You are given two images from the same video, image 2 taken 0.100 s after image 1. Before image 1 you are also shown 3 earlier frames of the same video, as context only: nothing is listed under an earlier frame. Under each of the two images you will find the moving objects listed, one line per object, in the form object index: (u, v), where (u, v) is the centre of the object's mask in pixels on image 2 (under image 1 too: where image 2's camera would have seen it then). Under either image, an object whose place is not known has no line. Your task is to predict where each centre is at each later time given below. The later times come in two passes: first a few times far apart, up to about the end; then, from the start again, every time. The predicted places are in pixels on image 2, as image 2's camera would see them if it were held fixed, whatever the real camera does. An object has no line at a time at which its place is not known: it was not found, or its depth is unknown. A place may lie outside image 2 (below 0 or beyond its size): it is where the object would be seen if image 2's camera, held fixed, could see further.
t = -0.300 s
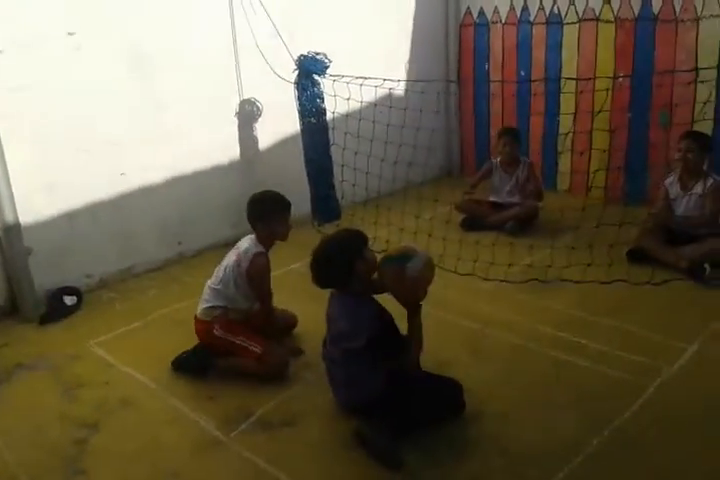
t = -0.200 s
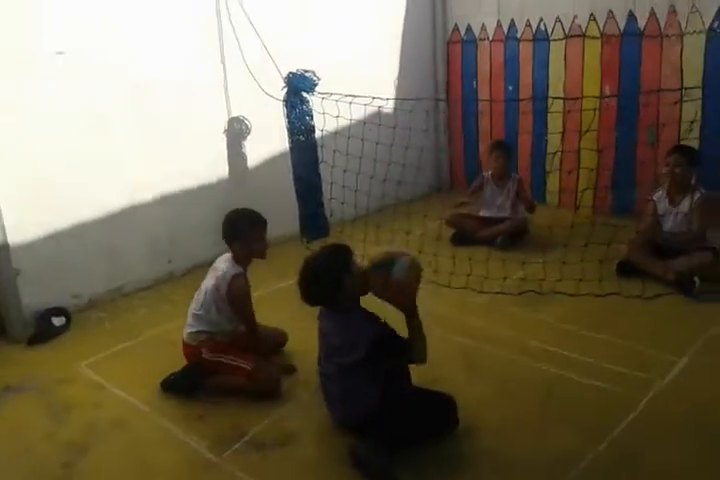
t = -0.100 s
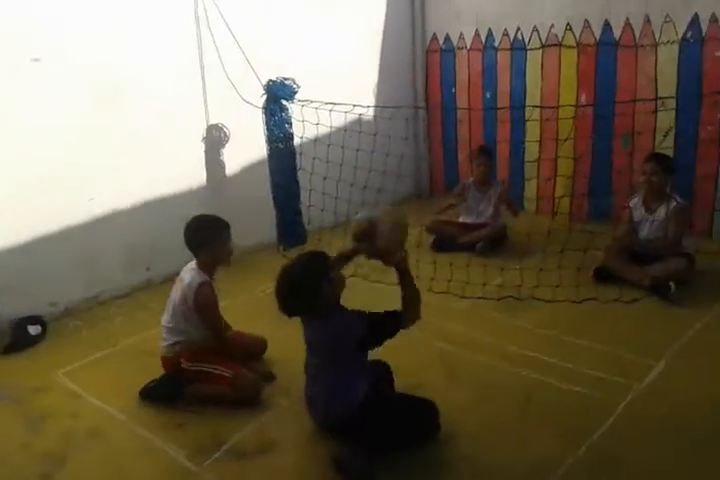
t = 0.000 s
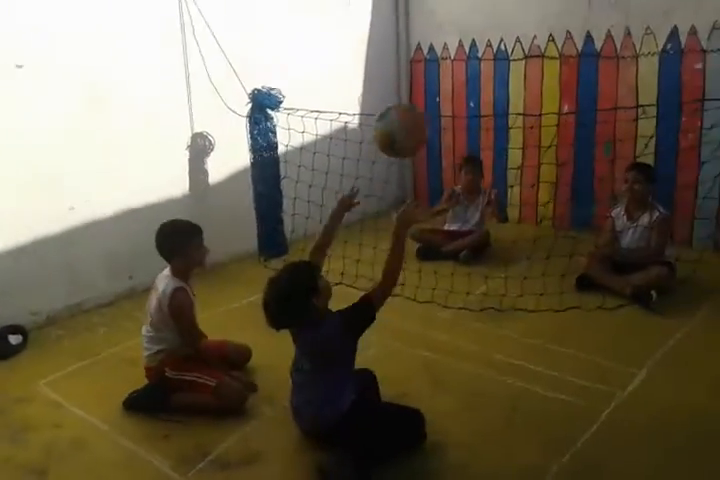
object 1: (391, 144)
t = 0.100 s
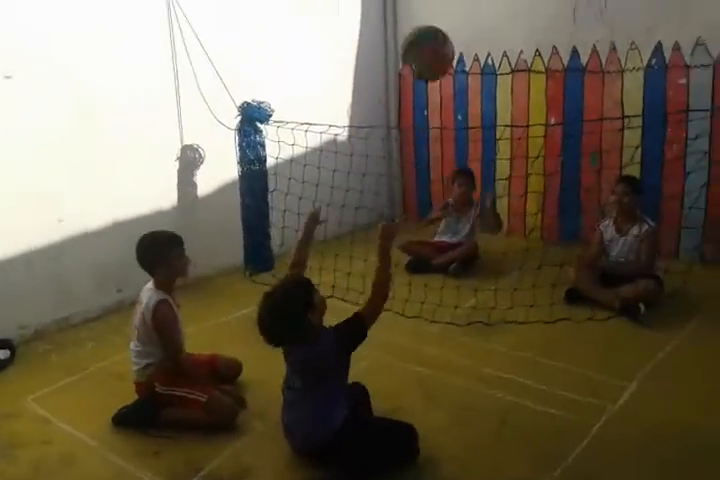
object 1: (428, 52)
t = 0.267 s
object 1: (483, -25)
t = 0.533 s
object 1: (560, -10)
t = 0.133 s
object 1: (438, 30)
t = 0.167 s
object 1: (450, 10)
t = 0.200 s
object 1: (462, -4)
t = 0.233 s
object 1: (473, -15)
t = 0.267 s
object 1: (483, -25)
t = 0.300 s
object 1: (492, -33)
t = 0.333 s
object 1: (505, -39)
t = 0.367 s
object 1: (515, -42)
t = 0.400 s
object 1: (524, -44)
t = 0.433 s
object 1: (534, -41)
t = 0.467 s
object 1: (544, -32)
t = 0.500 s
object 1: (553, -22)
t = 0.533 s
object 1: (560, -10)
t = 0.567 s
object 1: (568, 2)
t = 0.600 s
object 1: (576, 17)
